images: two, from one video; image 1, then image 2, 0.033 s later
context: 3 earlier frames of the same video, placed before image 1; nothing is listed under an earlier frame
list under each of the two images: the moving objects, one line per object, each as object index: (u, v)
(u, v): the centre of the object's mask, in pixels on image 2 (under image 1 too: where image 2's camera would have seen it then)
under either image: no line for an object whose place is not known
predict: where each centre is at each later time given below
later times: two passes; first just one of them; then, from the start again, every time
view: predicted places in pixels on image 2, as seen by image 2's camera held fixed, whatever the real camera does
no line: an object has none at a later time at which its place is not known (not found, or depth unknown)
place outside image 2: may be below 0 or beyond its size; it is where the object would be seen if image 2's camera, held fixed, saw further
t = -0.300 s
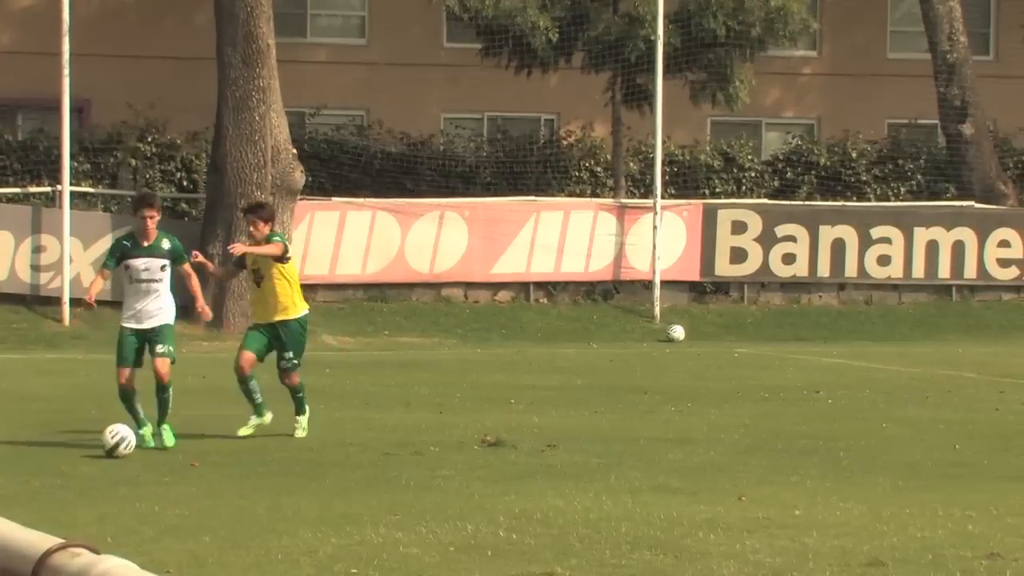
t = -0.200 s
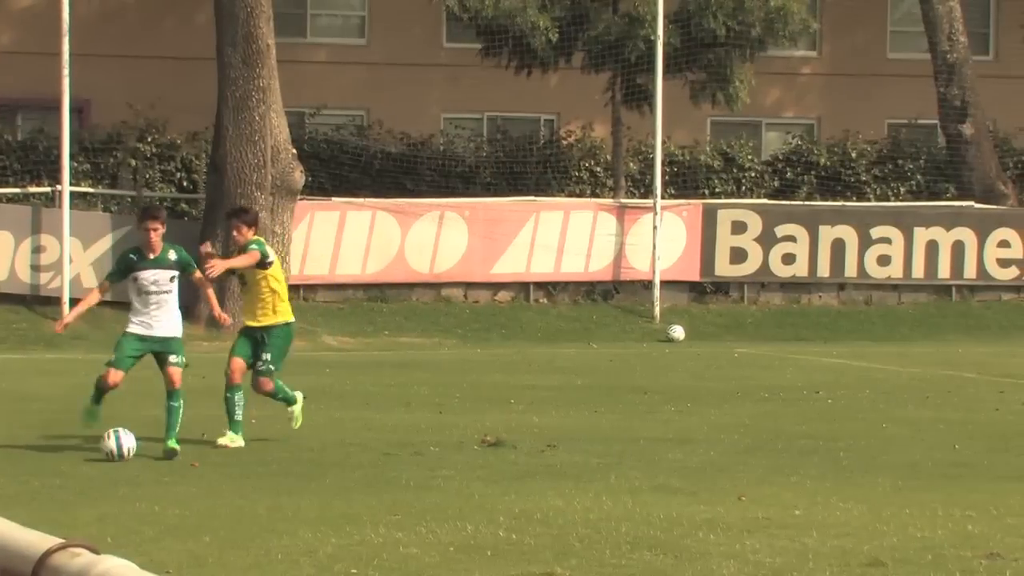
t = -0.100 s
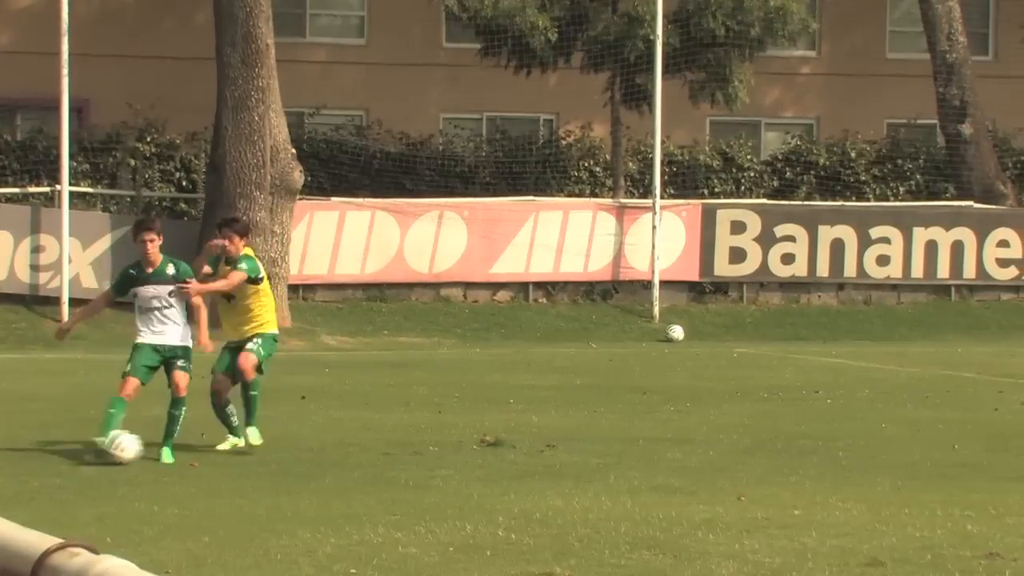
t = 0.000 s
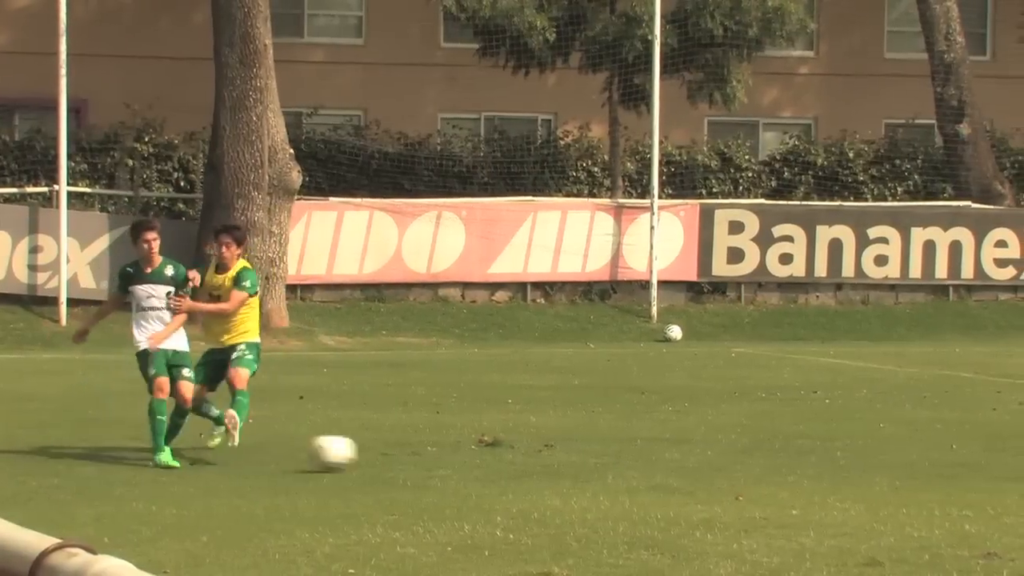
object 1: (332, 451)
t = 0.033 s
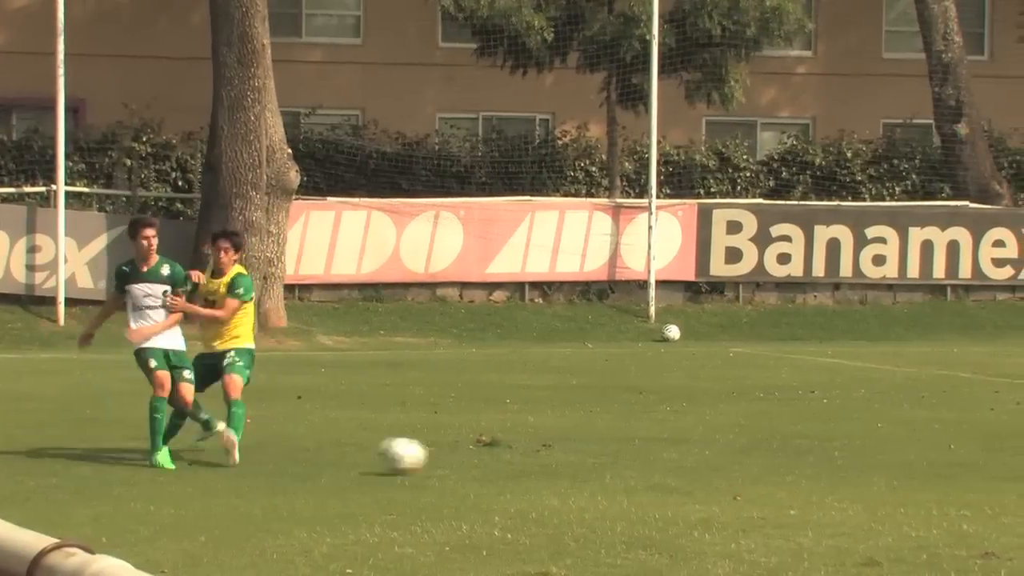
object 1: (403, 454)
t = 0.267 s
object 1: (904, 479)
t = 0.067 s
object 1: (476, 459)
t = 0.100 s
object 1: (549, 461)
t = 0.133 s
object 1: (619, 461)
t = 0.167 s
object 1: (687, 463)
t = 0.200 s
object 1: (758, 465)
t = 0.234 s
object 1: (831, 470)
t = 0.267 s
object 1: (904, 479)
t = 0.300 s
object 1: (980, 485)
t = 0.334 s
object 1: (1051, 485)
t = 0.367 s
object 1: (1124, 485)
